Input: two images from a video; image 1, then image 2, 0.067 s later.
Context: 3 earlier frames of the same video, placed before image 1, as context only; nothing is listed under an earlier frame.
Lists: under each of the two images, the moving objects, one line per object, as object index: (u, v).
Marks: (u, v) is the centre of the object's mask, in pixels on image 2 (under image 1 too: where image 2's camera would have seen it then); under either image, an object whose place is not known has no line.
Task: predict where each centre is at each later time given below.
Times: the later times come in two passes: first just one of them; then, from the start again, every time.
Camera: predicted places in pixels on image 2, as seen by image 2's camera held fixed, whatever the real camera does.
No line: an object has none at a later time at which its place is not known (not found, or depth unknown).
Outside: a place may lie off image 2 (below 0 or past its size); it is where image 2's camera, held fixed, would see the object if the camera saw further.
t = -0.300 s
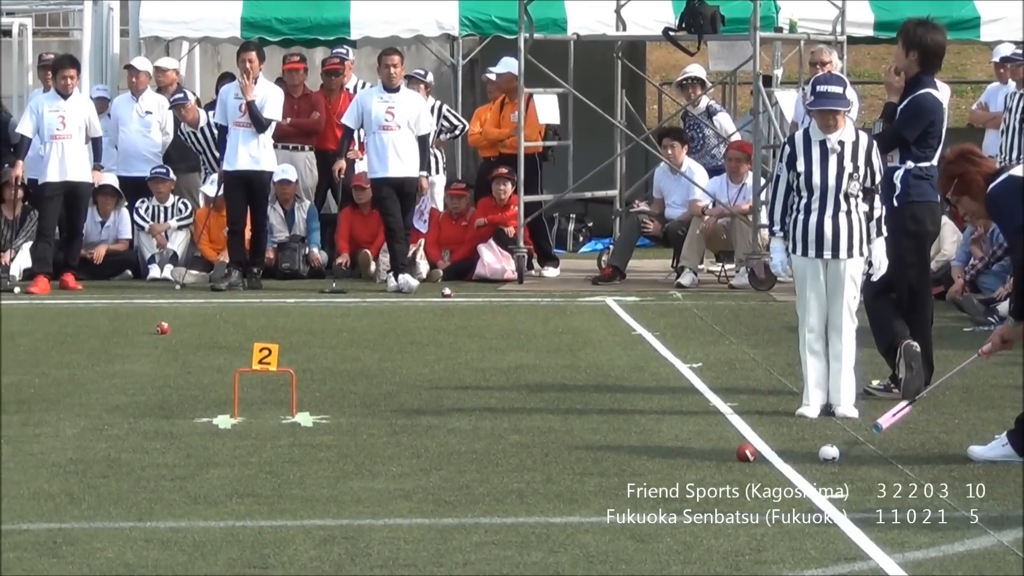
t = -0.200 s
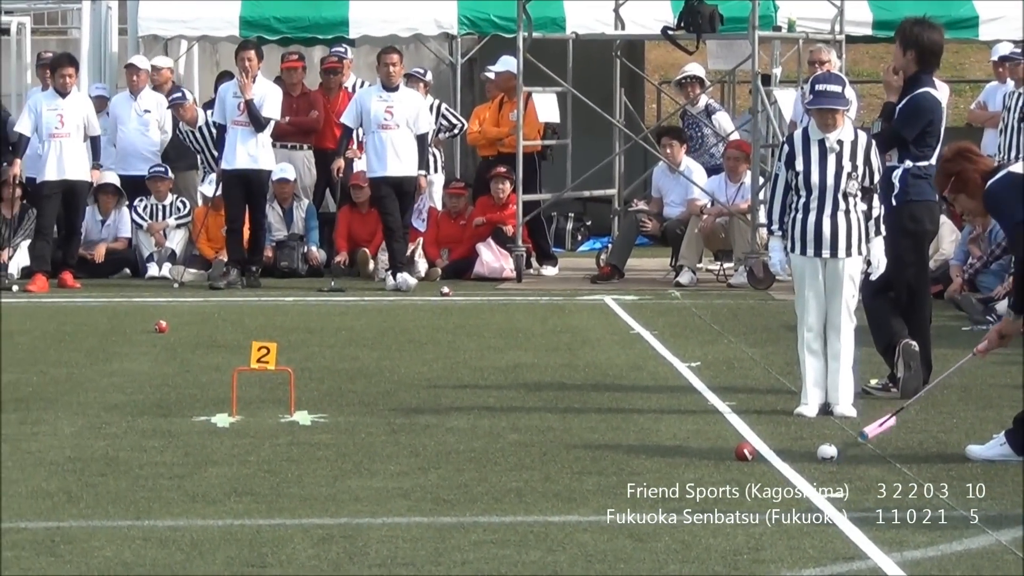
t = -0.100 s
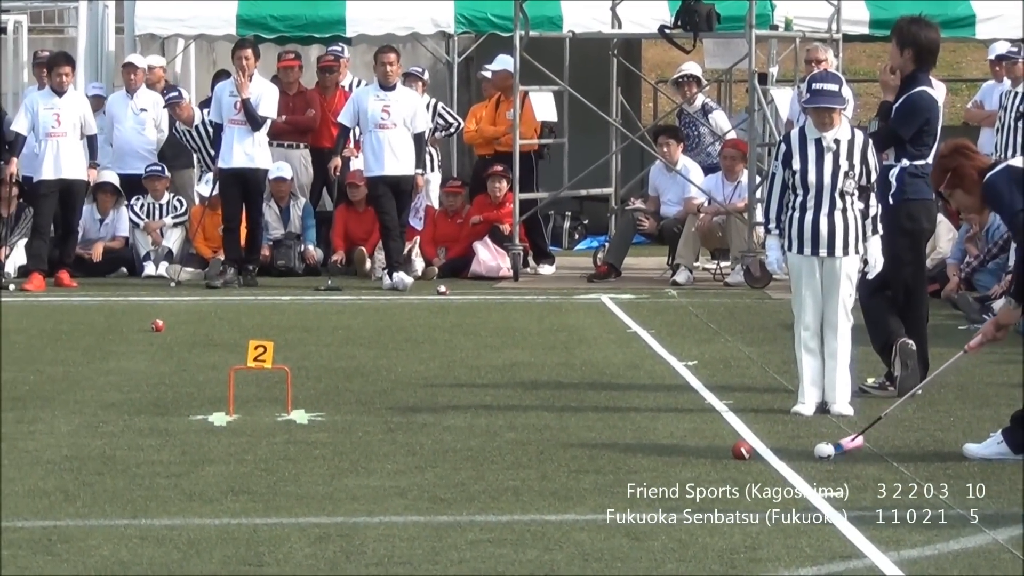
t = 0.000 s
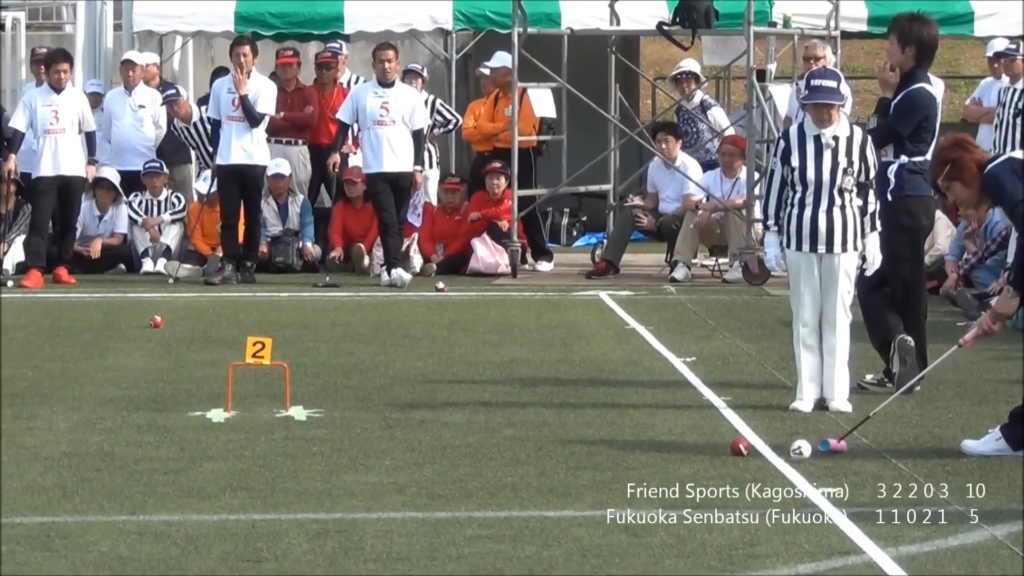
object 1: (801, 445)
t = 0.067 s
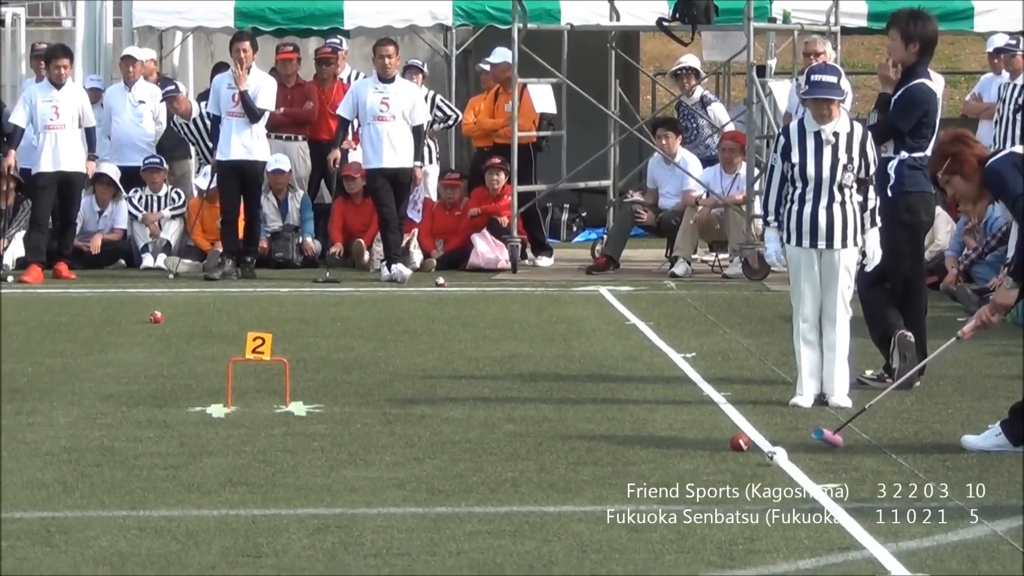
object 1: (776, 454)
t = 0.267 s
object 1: (712, 475)
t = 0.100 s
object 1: (764, 460)
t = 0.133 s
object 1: (754, 461)
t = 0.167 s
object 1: (743, 466)
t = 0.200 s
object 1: (733, 469)
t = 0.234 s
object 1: (722, 471)
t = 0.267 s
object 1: (712, 475)
